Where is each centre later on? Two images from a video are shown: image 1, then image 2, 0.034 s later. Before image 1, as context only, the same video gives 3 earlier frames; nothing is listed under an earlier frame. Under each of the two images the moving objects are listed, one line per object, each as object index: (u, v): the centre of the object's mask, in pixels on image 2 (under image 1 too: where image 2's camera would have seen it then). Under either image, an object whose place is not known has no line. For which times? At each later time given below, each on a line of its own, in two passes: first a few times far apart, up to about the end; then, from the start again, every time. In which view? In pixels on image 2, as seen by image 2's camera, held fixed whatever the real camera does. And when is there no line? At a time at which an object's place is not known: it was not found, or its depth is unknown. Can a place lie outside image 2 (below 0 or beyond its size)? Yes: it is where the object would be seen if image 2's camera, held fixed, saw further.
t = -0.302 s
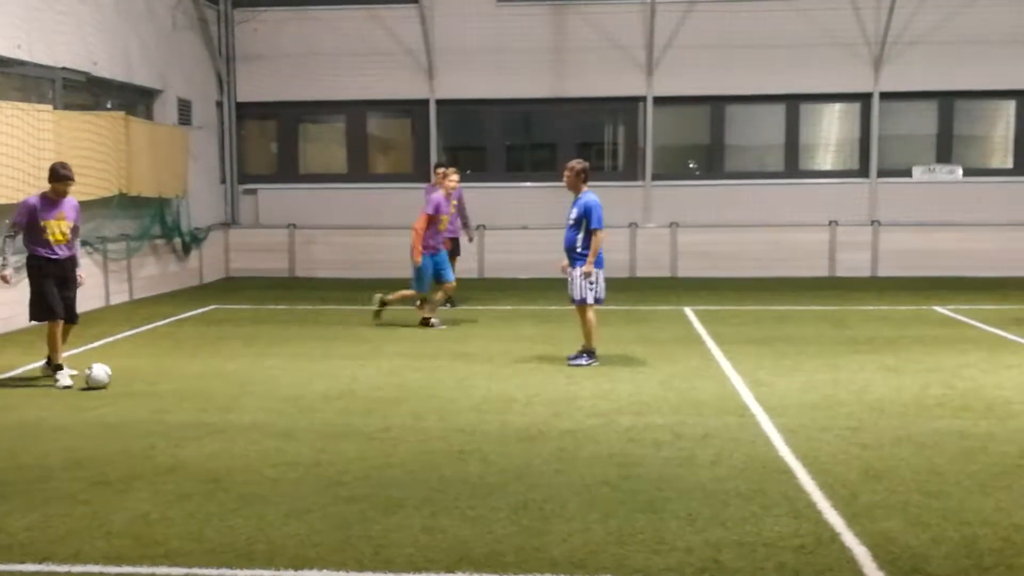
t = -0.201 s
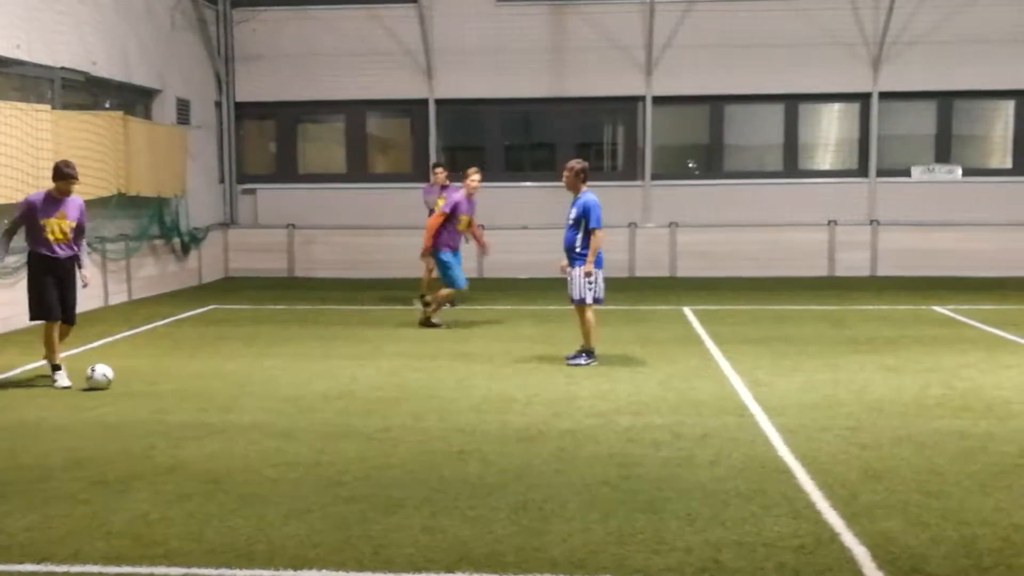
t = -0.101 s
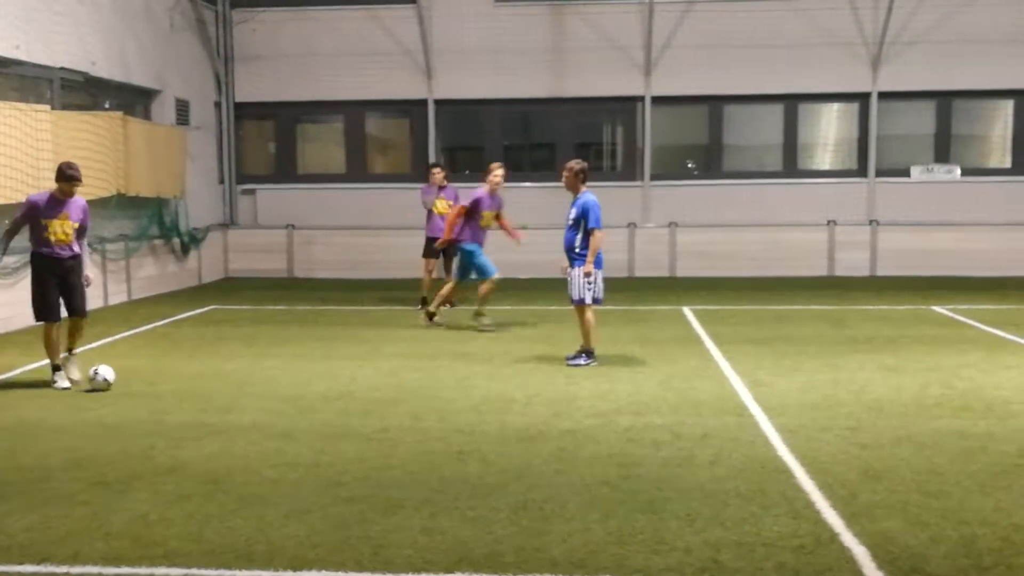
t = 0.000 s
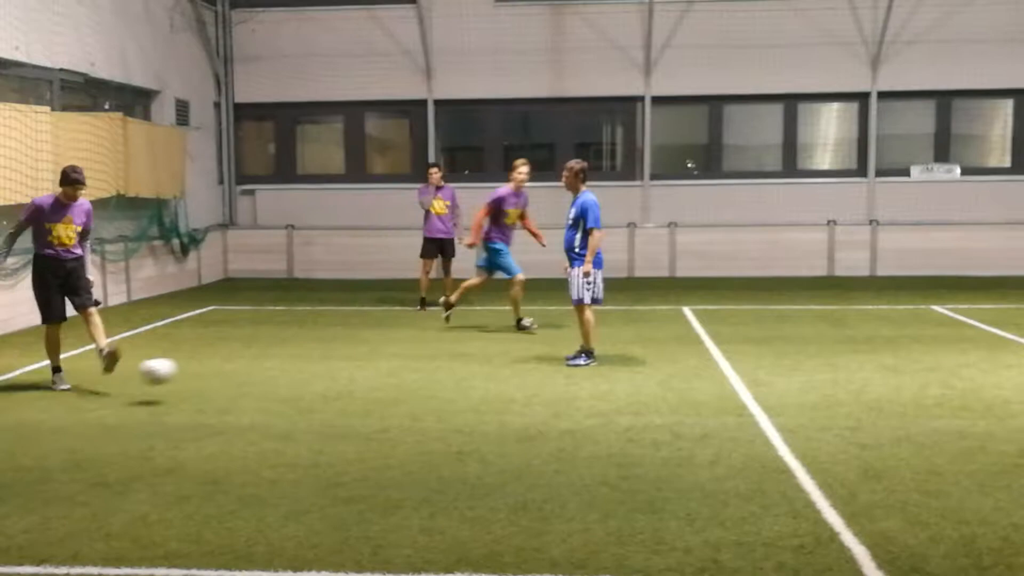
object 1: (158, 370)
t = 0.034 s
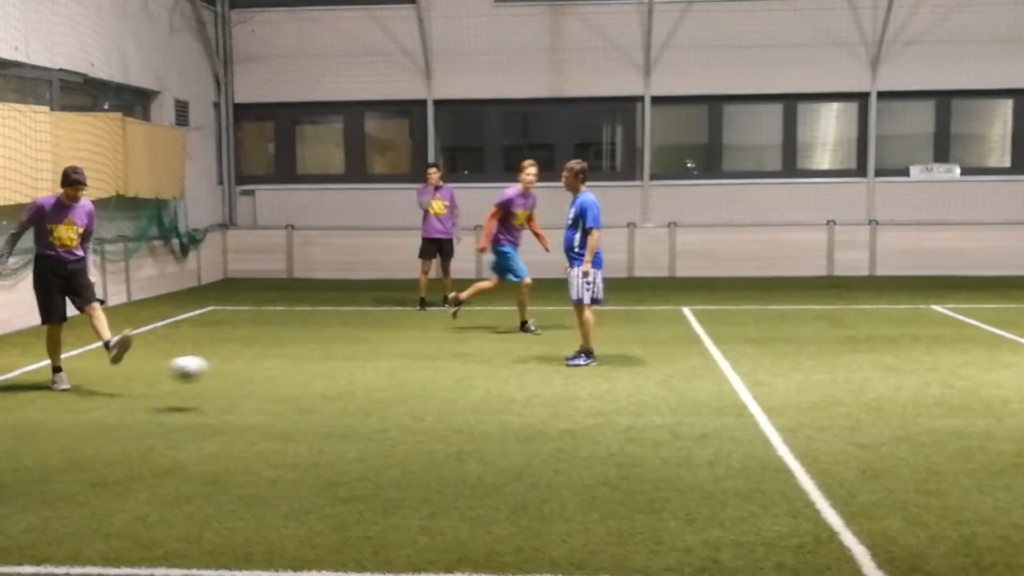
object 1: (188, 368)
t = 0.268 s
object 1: (467, 399)
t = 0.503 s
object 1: (898, 509)
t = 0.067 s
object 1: (219, 367)
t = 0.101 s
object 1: (255, 369)
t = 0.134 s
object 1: (292, 371)
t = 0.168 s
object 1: (331, 375)
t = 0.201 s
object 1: (374, 381)
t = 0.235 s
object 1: (418, 388)
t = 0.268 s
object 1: (467, 399)
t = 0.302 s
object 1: (520, 411)
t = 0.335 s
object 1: (576, 428)
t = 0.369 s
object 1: (636, 446)
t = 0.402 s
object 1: (699, 464)
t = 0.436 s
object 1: (769, 499)
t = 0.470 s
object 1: (837, 504)
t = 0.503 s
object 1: (898, 509)
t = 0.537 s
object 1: (964, 515)
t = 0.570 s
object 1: (1041, 525)
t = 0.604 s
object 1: (1122, 541)
